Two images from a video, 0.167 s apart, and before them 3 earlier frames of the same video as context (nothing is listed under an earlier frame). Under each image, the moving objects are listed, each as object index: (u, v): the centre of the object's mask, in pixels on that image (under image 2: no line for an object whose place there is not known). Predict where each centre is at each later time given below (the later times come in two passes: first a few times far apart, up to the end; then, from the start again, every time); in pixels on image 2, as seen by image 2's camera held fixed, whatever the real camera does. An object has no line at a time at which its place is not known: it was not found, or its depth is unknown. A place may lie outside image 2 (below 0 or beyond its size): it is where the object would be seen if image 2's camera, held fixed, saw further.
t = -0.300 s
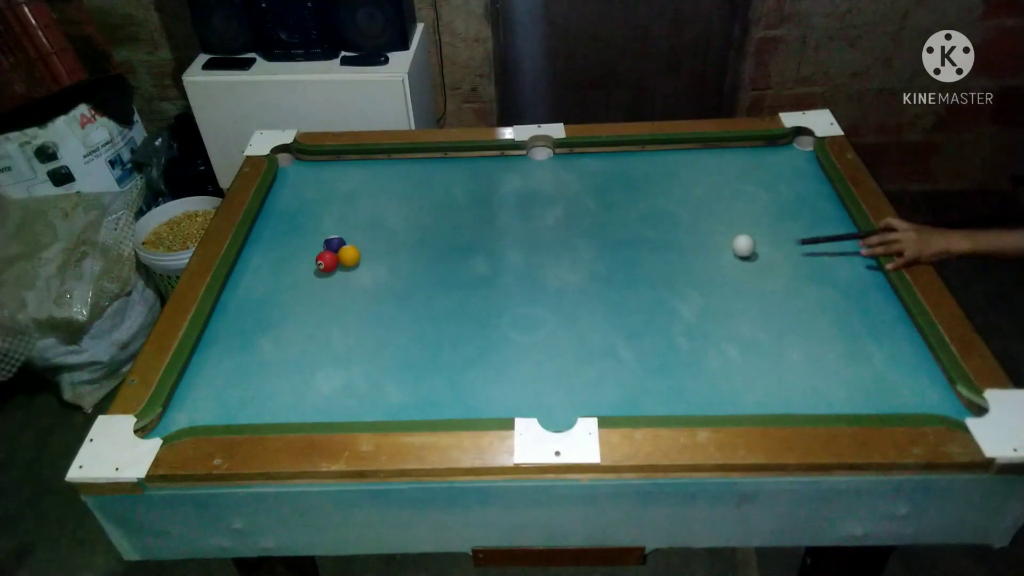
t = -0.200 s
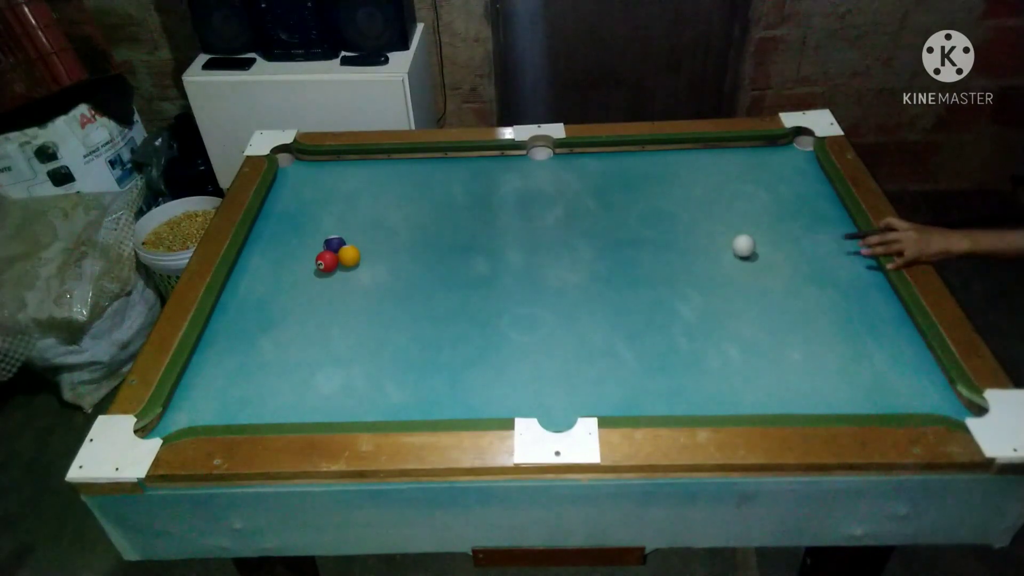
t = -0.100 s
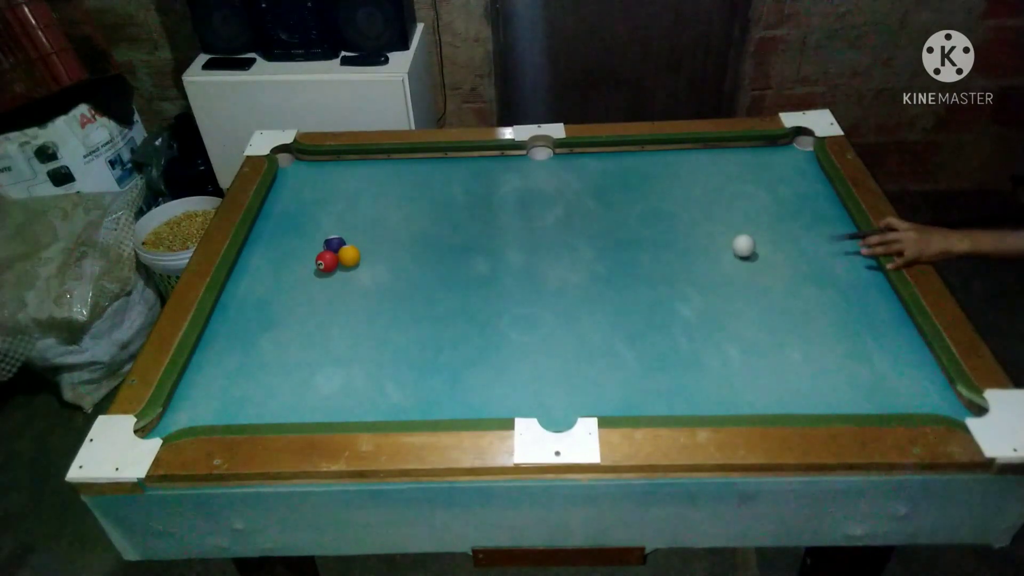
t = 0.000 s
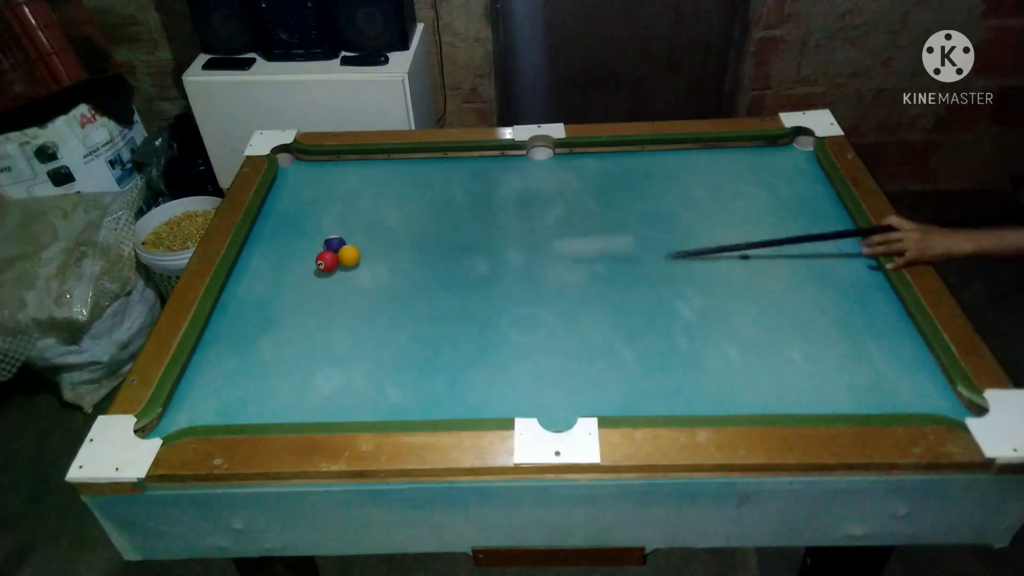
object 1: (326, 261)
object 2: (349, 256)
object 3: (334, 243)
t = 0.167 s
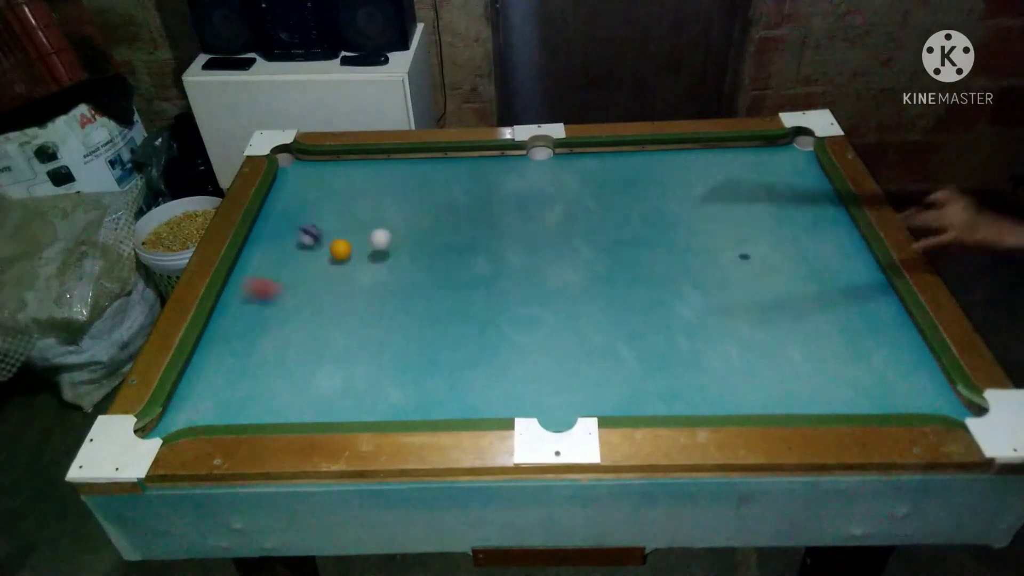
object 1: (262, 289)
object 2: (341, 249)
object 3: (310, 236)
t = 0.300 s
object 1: (398, 311)
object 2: (332, 239)
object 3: (275, 221)
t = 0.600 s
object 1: (737, 368)
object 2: (317, 218)
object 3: (327, 198)
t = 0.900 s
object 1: (924, 400)
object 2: (306, 201)
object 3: (387, 181)
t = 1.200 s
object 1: (813, 381)
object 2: (297, 186)
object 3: (439, 164)
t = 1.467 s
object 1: (729, 368)
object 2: (291, 176)
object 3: (474, 160)
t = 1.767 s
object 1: (650, 355)
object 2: (292, 167)
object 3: (501, 169)
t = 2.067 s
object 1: (586, 345)
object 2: (297, 163)
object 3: (523, 174)
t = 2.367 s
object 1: (535, 336)
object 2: (299, 162)
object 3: (543, 178)
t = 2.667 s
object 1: (495, 329)
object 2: (299, 162)
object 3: (559, 181)
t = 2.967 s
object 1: (467, 322)
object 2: (299, 162)
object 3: (570, 181)
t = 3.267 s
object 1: (446, 317)
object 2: (299, 162)
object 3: (579, 182)
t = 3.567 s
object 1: (434, 315)
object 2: (299, 162)
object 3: (585, 182)
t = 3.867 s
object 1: (429, 316)
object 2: (299, 162)
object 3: (589, 182)
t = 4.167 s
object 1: (427, 317)
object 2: (299, 162)
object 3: (590, 182)
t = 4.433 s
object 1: (428, 317)
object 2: (299, 162)
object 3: (590, 181)
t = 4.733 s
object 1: (428, 317)
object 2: (299, 162)
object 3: (590, 181)
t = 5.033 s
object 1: (428, 316)
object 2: (299, 162)
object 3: (590, 181)
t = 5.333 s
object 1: (428, 316)
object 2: (299, 162)
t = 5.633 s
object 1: (428, 316)
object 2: (299, 162)
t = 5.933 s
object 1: (428, 316)
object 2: (299, 162)
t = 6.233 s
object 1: (428, 316)
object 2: (299, 162)
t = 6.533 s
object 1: (428, 317)
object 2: (299, 162)
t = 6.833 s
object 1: (428, 316)
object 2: (299, 162)
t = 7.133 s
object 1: (428, 316)
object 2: (299, 162)
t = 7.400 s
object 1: (428, 316)
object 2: (299, 162)
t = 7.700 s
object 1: (428, 316)
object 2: (299, 162)
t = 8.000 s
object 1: (428, 316)
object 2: (299, 162)
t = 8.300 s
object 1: (428, 316)
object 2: (299, 162)
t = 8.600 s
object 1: (428, 316)
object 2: (299, 162)
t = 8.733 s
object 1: (428, 316)
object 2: (299, 162)
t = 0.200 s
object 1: (296, 294)
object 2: (339, 247)
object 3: (300, 233)
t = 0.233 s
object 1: (329, 300)
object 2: (336, 244)
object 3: (292, 228)
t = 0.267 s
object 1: (363, 305)
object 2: (334, 242)
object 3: (284, 224)
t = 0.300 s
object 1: (398, 311)
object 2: (332, 239)
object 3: (275, 221)
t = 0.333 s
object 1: (432, 317)
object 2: (330, 237)
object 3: (268, 218)
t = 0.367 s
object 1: (467, 323)
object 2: (328, 235)
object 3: (272, 215)
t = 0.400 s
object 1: (502, 330)
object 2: (326, 232)
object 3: (282, 212)
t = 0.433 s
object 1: (540, 336)
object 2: (325, 230)
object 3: (289, 210)
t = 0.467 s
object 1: (578, 342)
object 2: (323, 227)
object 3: (296, 207)
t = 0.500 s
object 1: (617, 349)
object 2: (321, 225)
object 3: (304, 204)
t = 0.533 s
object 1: (656, 355)
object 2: (320, 223)
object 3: (311, 203)
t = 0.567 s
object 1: (697, 362)
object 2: (318, 221)
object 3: (319, 201)
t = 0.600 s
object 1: (737, 368)
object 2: (317, 218)
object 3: (327, 198)
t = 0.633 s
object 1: (781, 376)
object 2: (316, 216)
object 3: (333, 196)
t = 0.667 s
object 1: (825, 384)
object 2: (314, 214)
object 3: (340, 194)
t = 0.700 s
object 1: (870, 391)
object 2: (313, 212)
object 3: (346, 192)
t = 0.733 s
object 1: (915, 398)
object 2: (312, 210)
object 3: (354, 191)
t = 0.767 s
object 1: (959, 406)
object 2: (310, 208)
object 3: (361, 188)
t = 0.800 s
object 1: (961, 408)
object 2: (309, 206)
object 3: (367, 186)
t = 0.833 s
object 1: (952, 403)
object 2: (308, 204)
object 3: (373, 184)
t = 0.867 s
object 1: (937, 402)
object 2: (307, 203)
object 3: (380, 182)
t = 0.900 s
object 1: (924, 400)
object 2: (306, 201)
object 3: (387, 181)
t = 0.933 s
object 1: (910, 399)
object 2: (304, 199)
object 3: (392, 178)
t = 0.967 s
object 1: (897, 396)
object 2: (304, 197)
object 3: (399, 176)
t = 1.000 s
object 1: (884, 393)
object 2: (302, 196)
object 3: (404, 175)
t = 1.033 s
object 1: (872, 392)
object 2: (302, 194)
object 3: (410, 174)
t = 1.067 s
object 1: (860, 389)
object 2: (301, 192)
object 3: (417, 171)
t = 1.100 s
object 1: (847, 388)
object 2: (300, 191)
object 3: (422, 169)
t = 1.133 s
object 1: (835, 386)
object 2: (299, 189)
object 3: (428, 168)
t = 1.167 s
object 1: (824, 384)
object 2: (298, 188)
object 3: (434, 166)
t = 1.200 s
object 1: (813, 381)
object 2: (297, 186)
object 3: (439, 164)
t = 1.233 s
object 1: (802, 380)
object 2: (296, 184)
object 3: (444, 162)
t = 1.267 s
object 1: (791, 379)
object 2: (296, 183)
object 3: (450, 160)
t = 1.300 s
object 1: (780, 377)
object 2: (295, 182)
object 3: (455, 158)
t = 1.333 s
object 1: (770, 375)
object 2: (294, 180)
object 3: (460, 157)
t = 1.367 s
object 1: (759, 373)
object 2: (293, 179)
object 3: (464, 157)
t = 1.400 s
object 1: (749, 371)
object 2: (292, 178)
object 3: (467, 158)
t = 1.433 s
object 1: (739, 369)
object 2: (292, 177)
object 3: (471, 159)
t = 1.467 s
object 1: (729, 368)
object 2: (291, 176)
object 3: (474, 160)
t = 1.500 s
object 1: (720, 367)
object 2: (290, 174)
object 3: (477, 161)
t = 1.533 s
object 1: (710, 365)
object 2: (289, 173)
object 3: (480, 162)
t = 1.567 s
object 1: (701, 364)
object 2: (288, 172)
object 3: (483, 163)
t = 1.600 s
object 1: (692, 363)
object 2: (288, 171)
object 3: (486, 163)
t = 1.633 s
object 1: (683, 361)
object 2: (288, 170)
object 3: (489, 165)
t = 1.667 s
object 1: (675, 359)
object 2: (289, 169)
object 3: (492, 166)
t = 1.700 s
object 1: (667, 358)
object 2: (290, 168)
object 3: (494, 167)
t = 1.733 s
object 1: (658, 357)
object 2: (291, 167)
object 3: (497, 168)
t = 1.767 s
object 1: (650, 355)
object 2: (292, 167)
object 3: (501, 169)
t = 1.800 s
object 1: (642, 354)
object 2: (292, 167)
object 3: (503, 170)
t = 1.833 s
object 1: (635, 353)
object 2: (293, 166)
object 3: (506, 170)
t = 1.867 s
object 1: (627, 352)
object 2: (294, 165)
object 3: (508, 171)
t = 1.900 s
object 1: (619, 351)
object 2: (295, 165)
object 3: (511, 171)
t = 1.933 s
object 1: (612, 349)
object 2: (295, 164)
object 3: (514, 171)
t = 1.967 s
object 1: (605, 348)
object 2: (296, 164)
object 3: (516, 172)
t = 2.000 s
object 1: (599, 347)
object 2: (296, 164)
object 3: (519, 173)
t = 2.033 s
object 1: (592, 346)
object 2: (297, 164)
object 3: (521, 174)
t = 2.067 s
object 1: (586, 345)
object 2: (297, 163)
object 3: (523, 174)
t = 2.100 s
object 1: (579, 344)
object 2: (297, 163)
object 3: (526, 175)
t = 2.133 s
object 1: (573, 343)
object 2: (297, 163)
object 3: (528, 175)
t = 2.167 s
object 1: (567, 342)
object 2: (298, 163)
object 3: (531, 176)
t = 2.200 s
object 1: (561, 341)
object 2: (298, 162)
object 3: (533, 177)
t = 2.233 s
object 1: (556, 340)
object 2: (298, 162)
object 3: (535, 177)
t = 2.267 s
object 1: (550, 339)
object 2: (299, 162)
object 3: (537, 177)
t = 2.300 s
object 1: (545, 337)
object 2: (299, 162)
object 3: (539, 178)
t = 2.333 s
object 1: (540, 337)
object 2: (299, 162)
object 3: (541, 178)
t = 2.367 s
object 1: (535, 336)
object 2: (299, 162)
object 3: (543, 178)
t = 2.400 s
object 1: (529, 335)
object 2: (299, 162)
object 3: (545, 178)
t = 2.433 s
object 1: (525, 334)
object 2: (299, 162)
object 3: (547, 179)
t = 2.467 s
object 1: (520, 334)
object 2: (299, 162)
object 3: (548, 179)
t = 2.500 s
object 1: (515, 333)
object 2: (299, 162)
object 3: (550, 179)
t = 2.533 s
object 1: (511, 332)
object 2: (298, 162)
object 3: (552, 180)
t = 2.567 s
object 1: (507, 331)
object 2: (298, 162)
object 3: (554, 180)
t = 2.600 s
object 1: (503, 330)
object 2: (299, 162)
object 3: (555, 180)
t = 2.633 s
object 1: (499, 329)
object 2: (299, 162)
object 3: (557, 180)
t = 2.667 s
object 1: (495, 329)
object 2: (299, 162)
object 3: (559, 181)
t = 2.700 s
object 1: (492, 328)
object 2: (299, 162)
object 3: (560, 181)
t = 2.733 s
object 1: (488, 327)
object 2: (299, 162)
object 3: (562, 181)
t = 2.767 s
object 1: (485, 326)
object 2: (299, 162)
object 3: (563, 181)
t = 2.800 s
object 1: (482, 325)
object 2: (299, 162)
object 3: (564, 181)
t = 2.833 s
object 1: (478, 325)
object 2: (299, 162)
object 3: (565, 181)
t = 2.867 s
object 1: (475, 324)
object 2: (299, 162)
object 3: (566, 181)
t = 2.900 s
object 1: (473, 323)
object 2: (299, 162)
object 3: (568, 181)
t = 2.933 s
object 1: (469, 322)
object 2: (299, 162)
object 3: (569, 181)
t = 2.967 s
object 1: (467, 322)
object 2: (299, 162)
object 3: (570, 181)
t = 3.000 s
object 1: (465, 321)
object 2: (299, 162)
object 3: (571, 181)
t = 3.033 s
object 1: (461, 320)
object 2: (299, 162)
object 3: (572, 181)
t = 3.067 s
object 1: (459, 320)
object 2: (299, 162)
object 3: (574, 181)
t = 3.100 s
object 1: (457, 319)
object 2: (299, 162)
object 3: (574, 181)
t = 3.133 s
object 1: (455, 319)
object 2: (299, 162)
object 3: (575, 181)
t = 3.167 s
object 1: (452, 318)
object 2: (299, 162)
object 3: (576, 182)
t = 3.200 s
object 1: (450, 318)
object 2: (299, 162)
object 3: (577, 182)
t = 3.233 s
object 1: (448, 317)
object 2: (299, 162)
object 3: (578, 182)
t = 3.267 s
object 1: (446, 317)
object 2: (299, 162)
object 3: (579, 182)
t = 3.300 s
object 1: (445, 317)
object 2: (299, 162)
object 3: (579, 182)
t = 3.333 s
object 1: (443, 316)
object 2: (299, 162)
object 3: (581, 182)
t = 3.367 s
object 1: (442, 316)
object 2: (299, 162)
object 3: (581, 182)
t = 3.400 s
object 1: (440, 315)
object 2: (299, 162)
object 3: (582, 182)
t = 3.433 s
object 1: (439, 315)
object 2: (299, 162)
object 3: (583, 182)
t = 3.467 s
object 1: (438, 315)
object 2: (299, 162)
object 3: (583, 182)
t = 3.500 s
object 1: (436, 315)
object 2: (299, 162)
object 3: (584, 182)
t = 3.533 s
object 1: (435, 315)
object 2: (299, 162)
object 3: (585, 182)
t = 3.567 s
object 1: (434, 315)
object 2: (299, 162)
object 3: (585, 182)
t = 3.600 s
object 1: (433, 315)
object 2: (299, 162)
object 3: (586, 182)
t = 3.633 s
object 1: (433, 315)
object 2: (299, 162)
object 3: (587, 182)
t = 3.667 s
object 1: (432, 315)
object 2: (299, 162)
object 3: (587, 182)
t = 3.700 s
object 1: (432, 315)
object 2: (299, 162)
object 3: (587, 182)
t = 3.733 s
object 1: (431, 315)
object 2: (299, 162)
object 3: (588, 182)
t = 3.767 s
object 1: (431, 316)
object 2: (299, 162)
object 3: (589, 182)
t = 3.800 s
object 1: (430, 316)
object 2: (299, 162)
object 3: (589, 182)
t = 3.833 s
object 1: (429, 316)
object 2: (299, 162)
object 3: (589, 182)
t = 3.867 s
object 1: (429, 316)
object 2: (299, 162)
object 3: (589, 182)
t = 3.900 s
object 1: (428, 316)
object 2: (299, 162)
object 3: (590, 182)
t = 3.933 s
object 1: (428, 316)
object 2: (299, 162)
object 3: (590, 182)
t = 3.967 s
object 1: (428, 316)
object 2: (299, 162)
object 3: (590, 182)
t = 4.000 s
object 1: (427, 316)
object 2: (299, 162)
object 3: (590, 182)
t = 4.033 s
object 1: (428, 317)
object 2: (299, 162)
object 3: (590, 182)
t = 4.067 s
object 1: (428, 317)
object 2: (299, 162)
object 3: (590, 182)
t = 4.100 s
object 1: (427, 317)
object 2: (299, 162)
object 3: (590, 182)
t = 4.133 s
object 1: (427, 317)
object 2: (299, 162)
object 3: (590, 182)
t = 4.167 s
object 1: (427, 317)
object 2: (299, 162)
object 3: (590, 182)
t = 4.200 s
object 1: (427, 317)
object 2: (299, 162)
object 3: (590, 182)
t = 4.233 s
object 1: (427, 317)
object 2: (299, 162)
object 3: (590, 182)
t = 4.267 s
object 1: (427, 317)
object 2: (299, 162)
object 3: (590, 182)
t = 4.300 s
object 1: (427, 317)
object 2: (299, 162)
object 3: (590, 182)
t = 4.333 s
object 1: (428, 317)
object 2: (299, 162)
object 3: (590, 182)
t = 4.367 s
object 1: (428, 317)
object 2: (299, 162)
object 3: (590, 181)
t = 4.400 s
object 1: (428, 317)
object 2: (299, 162)
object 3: (590, 181)
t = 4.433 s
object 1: (428, 317)
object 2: (299, 162)
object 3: (590, 181)
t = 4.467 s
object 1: (428, 317)
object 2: (299, 162)
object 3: (590, 181)
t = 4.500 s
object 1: (428, 317)
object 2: (299, 162)
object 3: (590, 181)
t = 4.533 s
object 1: (428, 317)
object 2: (299, 162)
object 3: (590, 181)
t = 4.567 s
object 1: (428, 317)
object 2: (299, 162)
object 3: (590, 181)
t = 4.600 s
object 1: (428, 316)
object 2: (299, 162)
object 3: (590, 181)
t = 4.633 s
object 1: (428, 317)
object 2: (299, 162)
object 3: (590, 181)
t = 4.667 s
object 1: (428, 317)
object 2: (299, 162)
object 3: (590, 181)
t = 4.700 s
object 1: (428, 317)
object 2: (299, 162)
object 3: (590, 181)
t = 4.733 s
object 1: (428, 317)
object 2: (299, 162)
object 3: (590, 181)
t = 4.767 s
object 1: (428, 317)
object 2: (299, 162)
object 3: (590, 181)
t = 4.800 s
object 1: (428, 316)
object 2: (299, 162)
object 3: (590, 181)
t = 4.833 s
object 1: (428, 316)
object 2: (299, 162)
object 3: (590, 181)
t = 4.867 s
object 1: (428, 316)
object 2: (299, 162)
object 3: (590, 180)
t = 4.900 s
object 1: (428, 316)
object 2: (299, 162)
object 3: (590, 181)
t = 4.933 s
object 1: (428, 316)
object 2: (299, 162)
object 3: (590, 181)
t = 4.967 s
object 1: (428, 316)
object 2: (299, 162)
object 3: (590, 180)
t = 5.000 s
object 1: (428, 316)
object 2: (299, 162)
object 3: (590, 180)
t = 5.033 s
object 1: (428, 316)
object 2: (299, 162)
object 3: (590, 181)
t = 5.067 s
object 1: (428, 316)
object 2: (299, 162)
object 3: (590, 181)
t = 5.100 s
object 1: (428, 316)
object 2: (299, 162)
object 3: (590, 181)
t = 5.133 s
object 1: (428, 316)
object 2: (299, 162)
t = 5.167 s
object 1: (428, 316)
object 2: (299, 162)
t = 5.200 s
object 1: (428, 316)
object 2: (299, 162)
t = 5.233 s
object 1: (428, 316)
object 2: (299, 162)
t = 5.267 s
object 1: (428, 316)
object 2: (299, 162)
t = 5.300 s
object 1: (428, 316)
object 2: (299, 162)
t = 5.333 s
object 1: (428, 316)
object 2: (299, 162)
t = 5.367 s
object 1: (428, 317)
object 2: (299, 162)
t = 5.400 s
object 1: (428, 316)
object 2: (299, 162)
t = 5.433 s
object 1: (428, 317)
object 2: (299, 162)
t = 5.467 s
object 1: (428, 316)
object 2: (299, 162)
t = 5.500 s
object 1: (428, 317)
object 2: (299, 162)
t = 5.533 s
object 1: (428, 317)
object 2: (299, 162)
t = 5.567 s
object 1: (428, 316)
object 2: (299, 162)
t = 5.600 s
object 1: (428, 316)
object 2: (299, 162)
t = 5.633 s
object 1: (428, 316)
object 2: (299, 162)
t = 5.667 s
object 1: (428, 316)
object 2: (299, 162)
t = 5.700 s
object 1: (428, 317)
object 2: (299, 162)
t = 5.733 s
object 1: (428, 316)
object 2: (299, 162)
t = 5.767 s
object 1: (428, 316)
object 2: (299, 162)
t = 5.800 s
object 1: (428, 316)
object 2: (299, 162)
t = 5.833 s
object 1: (428, 316)
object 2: (299, 162)
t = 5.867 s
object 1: (428, 316)
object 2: (299, 162)
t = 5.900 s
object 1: (428, 316)
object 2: (299, 162)
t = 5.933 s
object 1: (428, 316)
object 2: (299, 162)
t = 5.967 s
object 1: (428, 316)
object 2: (299, 162)
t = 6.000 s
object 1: (428, 316)
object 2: (299, 162)
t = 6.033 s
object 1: (428, 316)
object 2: (299, 162)
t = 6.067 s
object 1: (428, 316)
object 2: (299, 162)
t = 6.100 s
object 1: (428, 316)
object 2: (299, 162)
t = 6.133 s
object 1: (428, 316)
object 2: (299, 162)
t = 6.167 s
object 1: (428, 316)
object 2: (299, 162)
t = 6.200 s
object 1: (428, 316)
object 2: (299, 162)
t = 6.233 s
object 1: (428, 316)
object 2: (299, 162)
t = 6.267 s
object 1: (428, 316)
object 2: (299, 162)
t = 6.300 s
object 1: (428, 316)
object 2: (299, 162)
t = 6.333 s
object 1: (428, 316)
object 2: (299, 162)
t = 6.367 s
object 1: (428, 316)
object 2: (299, 162)
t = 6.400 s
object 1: (428, 316)
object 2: (299, 162)
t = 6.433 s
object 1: (428, 316)
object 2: (299, 162)
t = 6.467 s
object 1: (428, 317)
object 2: (299, 162)
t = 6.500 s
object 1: (428, 316)
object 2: (299, 162)
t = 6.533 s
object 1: (428, 317)
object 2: (299, 162)
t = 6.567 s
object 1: (428, 316)
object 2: (299, 162)
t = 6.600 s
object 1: (428, 316)
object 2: (299, 162)
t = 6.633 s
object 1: (428, 316)
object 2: (299, 162)
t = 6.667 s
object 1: (428, 316)
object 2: (299, 162)
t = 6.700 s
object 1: (428, 316)
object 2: (299, 162)
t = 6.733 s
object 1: (428, 316)
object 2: (299, 162)
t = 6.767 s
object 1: (428, 316)
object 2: (299, 162)
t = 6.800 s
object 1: (428, 316)
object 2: (299, 162)
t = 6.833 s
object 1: (428, 316)
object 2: (299, 162)
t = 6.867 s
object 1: (428, 317)
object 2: (299, 162)
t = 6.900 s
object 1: (428, 316)
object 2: (299, 162)
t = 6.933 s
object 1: (428, 316)
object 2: (299, 162)
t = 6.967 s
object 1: (428, 316)
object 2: (299, 162)
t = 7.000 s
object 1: (428, 316)
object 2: (299, 162)
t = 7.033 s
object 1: (428, 316)
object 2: (299, 162)
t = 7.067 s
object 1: (428, 316)
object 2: (299, 162)
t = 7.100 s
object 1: (428, 316)
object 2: (299, 162)
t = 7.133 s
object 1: (428, 316)
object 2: (299, 162)
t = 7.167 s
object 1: (428, 316)
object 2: (299, 162)
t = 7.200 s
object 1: (428, 316)
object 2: (299, 162)
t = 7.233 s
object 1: (428, 316)
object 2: (299, 162)
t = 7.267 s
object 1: (428, 316)
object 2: (299, 162)
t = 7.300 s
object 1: (428, 316)
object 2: (299, 162)
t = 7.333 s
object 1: (428, 317)
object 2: (299, 162)
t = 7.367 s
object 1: (428, 316)
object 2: (299, 162)
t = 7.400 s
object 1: (428, 316)
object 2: (299, 162)
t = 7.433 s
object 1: (428, 316)
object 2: (299, 162)
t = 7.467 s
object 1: (428, 316)
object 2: (299, 162)
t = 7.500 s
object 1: (428, 316)
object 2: (299, 162)
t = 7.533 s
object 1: (428, 316)
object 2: (299, 162)
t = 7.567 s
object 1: (428, 316)
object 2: (299, 162)
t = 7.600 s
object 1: (428, 316)
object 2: (299, 162)
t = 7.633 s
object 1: (428, 317)
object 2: (299, 162)
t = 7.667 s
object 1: (428, 317)
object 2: (299, 162)
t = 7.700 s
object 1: (428, 316)
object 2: (299, 162)
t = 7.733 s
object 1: (428, 317)
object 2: (299, 162)
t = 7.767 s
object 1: (428, 316)
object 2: (299, 162)
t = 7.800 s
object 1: (428, 317)
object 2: (299, 162)
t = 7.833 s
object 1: (428, 317)
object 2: (299, 162)
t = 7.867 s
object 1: (428, 317)
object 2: (299, 162)
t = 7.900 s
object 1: (428, 316)
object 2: (299, 162)
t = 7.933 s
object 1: (428, 317)
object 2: (299, 162)
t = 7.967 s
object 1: (428, 317)
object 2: (299, 162)
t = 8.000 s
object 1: (428, 316)
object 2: (299, 162)
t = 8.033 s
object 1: (428, 317)
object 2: (299, 162)
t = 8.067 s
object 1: (428, 316)
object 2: (299, 162)
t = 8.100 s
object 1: (428, 316)
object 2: (299, 162)
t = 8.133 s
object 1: (428, 316)
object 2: (299, 162)
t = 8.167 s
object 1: (428, 316)
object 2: (299, 162)
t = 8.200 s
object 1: (428, 316)
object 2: (299, 162)
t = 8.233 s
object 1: (428, 316)
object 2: (299, 162)
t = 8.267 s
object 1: (428, 316)
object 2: (299, 162)
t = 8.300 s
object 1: (428, 316)
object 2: (299, 162)
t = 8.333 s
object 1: (428, 316)
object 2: (299, 162)
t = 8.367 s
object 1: (428, 316)
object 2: (299, 162)
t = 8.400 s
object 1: (428, 316)
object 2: (299, 162)
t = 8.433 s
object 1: (428, 316)
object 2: (299, 162)
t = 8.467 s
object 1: (428, 316)
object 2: (299, 162)
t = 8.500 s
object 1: (428, 316)
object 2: (299, 162)
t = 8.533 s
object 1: (428, 316)
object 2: (299, 162)
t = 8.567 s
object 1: (428, 316)
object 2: (299, 162)
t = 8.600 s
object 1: (428, 316)
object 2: (299, 162)
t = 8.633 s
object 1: (428, 316)
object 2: (299, 162)
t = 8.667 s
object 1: (428, 316)
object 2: (299, 162)
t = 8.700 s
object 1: (428, 316)
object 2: (299, 162)
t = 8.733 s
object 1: (428, 316)
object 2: (299, 162)
